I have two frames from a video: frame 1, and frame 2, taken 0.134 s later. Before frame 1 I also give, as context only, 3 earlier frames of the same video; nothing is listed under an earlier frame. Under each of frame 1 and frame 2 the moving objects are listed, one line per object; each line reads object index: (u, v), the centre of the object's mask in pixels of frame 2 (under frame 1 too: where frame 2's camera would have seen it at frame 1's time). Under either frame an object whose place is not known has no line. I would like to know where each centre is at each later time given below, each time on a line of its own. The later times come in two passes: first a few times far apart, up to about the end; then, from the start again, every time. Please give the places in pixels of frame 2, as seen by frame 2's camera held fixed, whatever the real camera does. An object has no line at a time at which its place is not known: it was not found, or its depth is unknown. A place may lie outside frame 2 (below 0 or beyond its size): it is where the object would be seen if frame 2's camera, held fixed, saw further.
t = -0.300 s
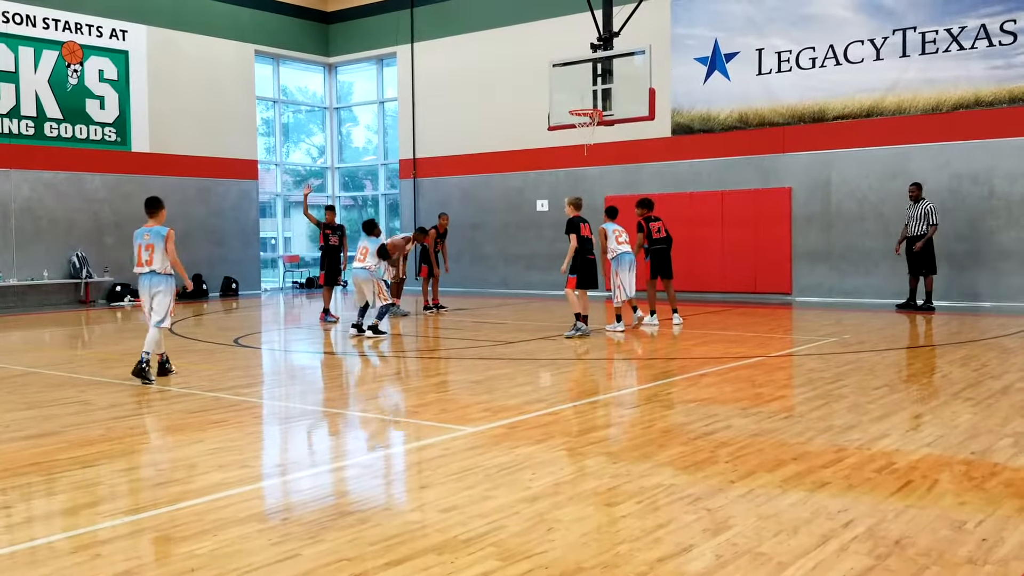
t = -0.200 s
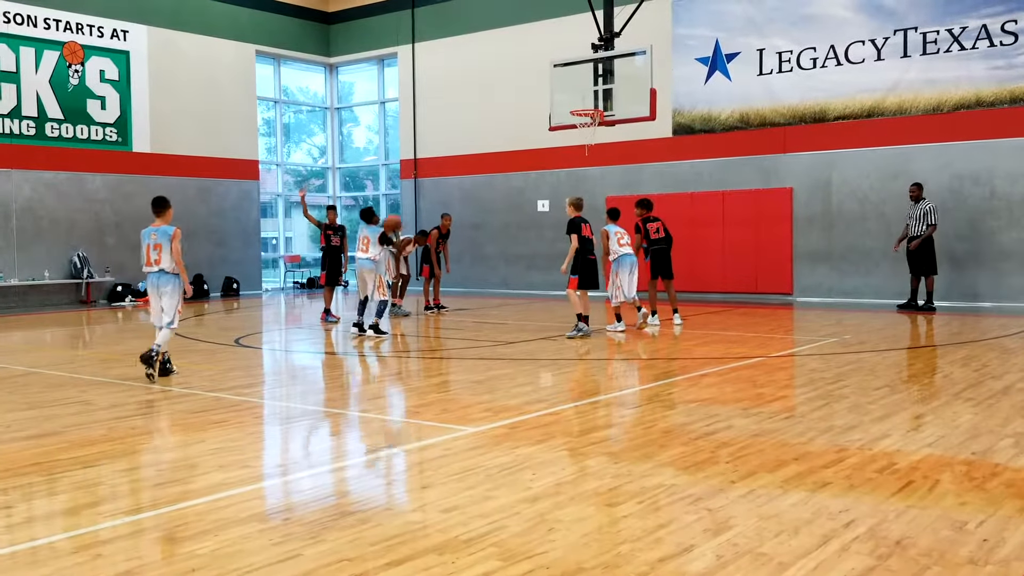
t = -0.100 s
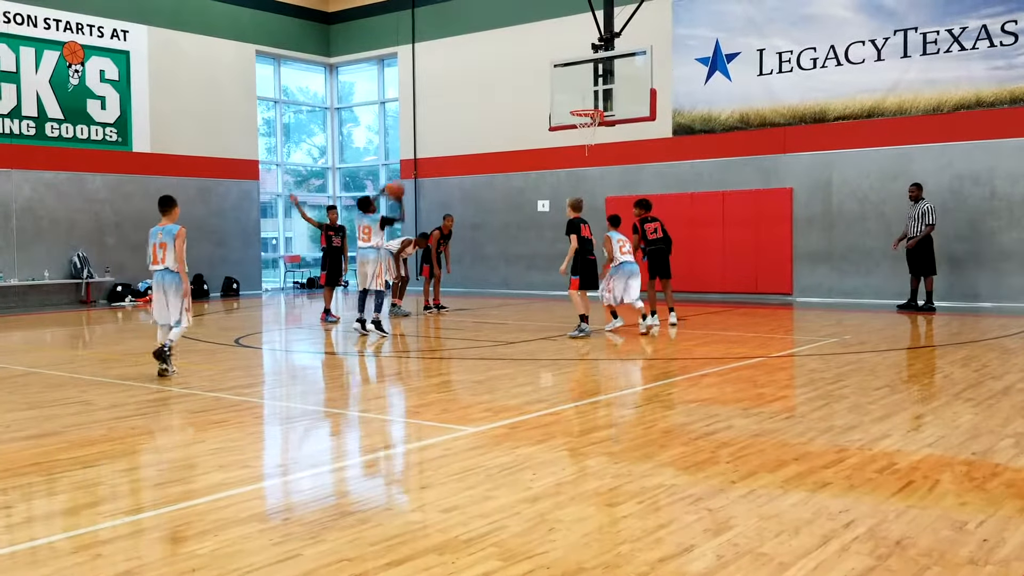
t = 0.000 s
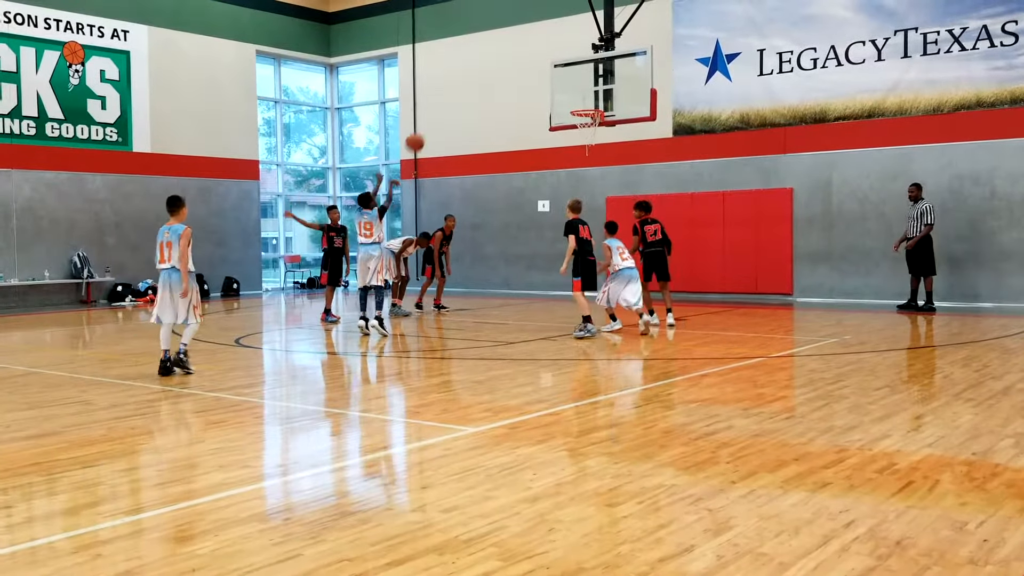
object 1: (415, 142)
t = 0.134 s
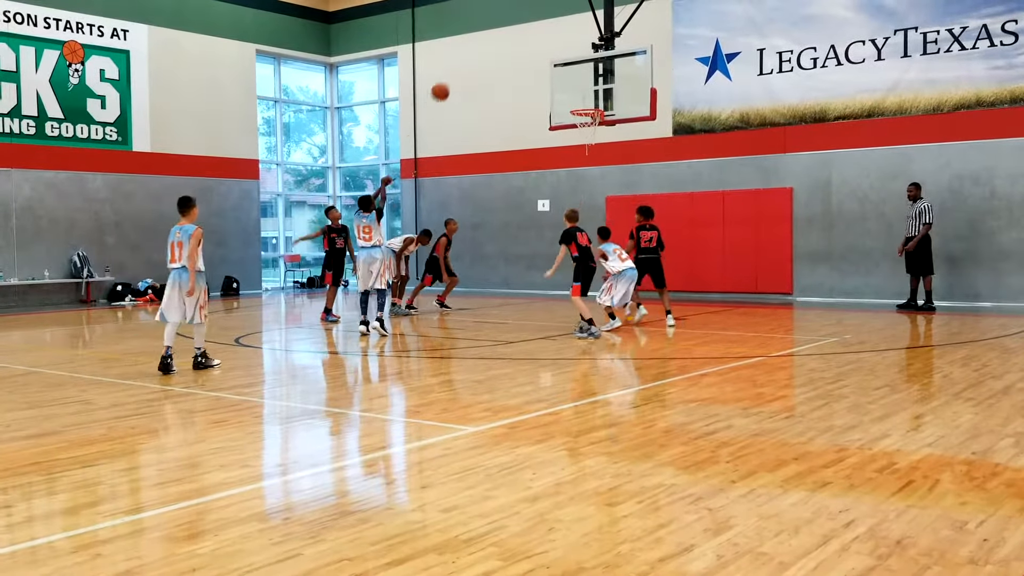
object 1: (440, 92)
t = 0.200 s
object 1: (452, 73)
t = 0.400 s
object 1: (487, 37)
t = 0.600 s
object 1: (519, 32)
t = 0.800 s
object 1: (549, 54)
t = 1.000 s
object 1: (576, 100)
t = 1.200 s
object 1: (599, 75)
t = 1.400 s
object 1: (622, 61)
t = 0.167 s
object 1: (446, 82)
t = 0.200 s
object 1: (452, 73)
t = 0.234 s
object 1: (458, 65)
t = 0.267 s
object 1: (464, 58)
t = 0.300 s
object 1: (470, 51)
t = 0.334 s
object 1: (476, 46)
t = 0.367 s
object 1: (482, 41)
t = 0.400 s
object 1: (487, 37)
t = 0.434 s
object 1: (493, 34)
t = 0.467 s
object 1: (498, 32)
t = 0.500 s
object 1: (504, 31)
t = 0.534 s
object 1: (509, 31)
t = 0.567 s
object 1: (514, 30)
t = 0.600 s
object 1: (519, 32)
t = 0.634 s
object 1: (525, 34)
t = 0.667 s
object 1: (529, 37)
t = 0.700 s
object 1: (534, 40)
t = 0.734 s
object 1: (539, 44)
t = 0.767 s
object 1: (544, 49)
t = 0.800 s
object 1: (549, 54)
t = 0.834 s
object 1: (554, 60)
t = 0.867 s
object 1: (558, 66)
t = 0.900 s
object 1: (563, 74)
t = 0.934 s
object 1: (568, 82)
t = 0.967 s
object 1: (572, 91)
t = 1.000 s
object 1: (576, 100)
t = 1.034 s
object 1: (580, 105)
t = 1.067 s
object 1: (584, 98)
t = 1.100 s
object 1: (587, 91)
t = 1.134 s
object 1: (591, 85)
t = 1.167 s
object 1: (595, 80)
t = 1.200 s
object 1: (599, 75)
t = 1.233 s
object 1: (602, 71)
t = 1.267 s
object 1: (606, 67)
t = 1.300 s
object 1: (610, 65)
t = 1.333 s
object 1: (613, 64)
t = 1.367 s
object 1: (618, 62)
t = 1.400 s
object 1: (622, 61)
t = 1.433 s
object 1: (626, 61)
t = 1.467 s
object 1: (630, 62)
